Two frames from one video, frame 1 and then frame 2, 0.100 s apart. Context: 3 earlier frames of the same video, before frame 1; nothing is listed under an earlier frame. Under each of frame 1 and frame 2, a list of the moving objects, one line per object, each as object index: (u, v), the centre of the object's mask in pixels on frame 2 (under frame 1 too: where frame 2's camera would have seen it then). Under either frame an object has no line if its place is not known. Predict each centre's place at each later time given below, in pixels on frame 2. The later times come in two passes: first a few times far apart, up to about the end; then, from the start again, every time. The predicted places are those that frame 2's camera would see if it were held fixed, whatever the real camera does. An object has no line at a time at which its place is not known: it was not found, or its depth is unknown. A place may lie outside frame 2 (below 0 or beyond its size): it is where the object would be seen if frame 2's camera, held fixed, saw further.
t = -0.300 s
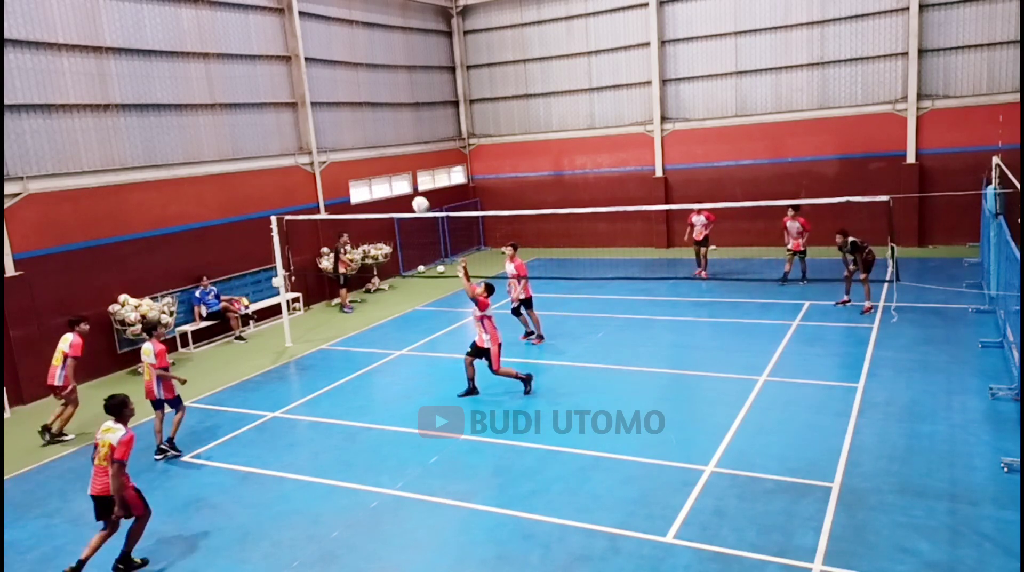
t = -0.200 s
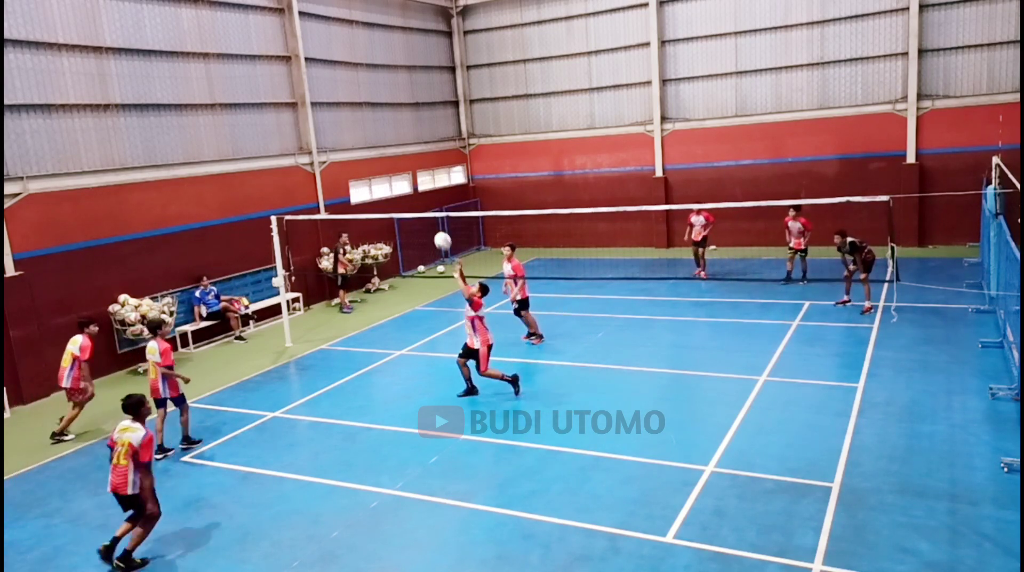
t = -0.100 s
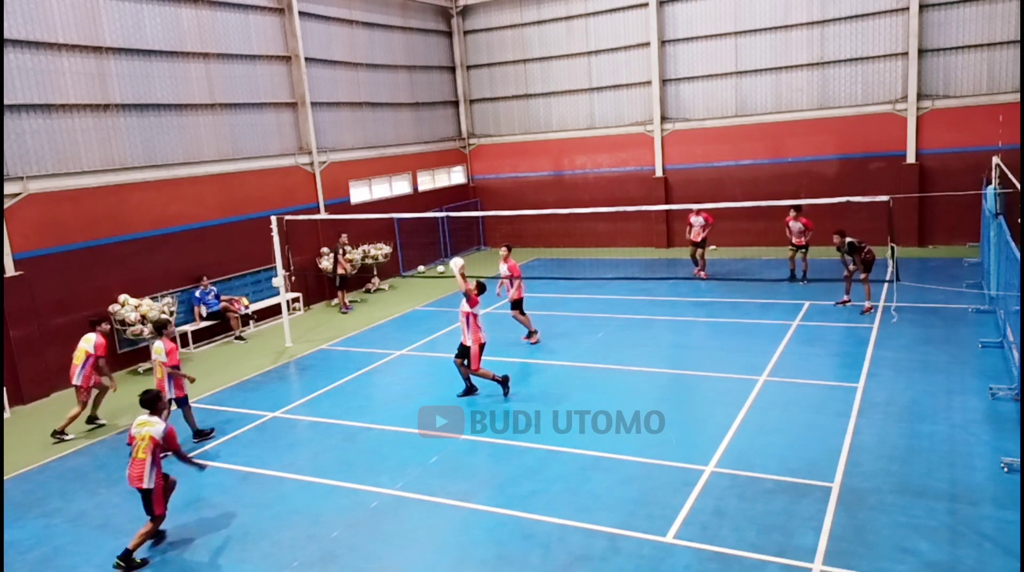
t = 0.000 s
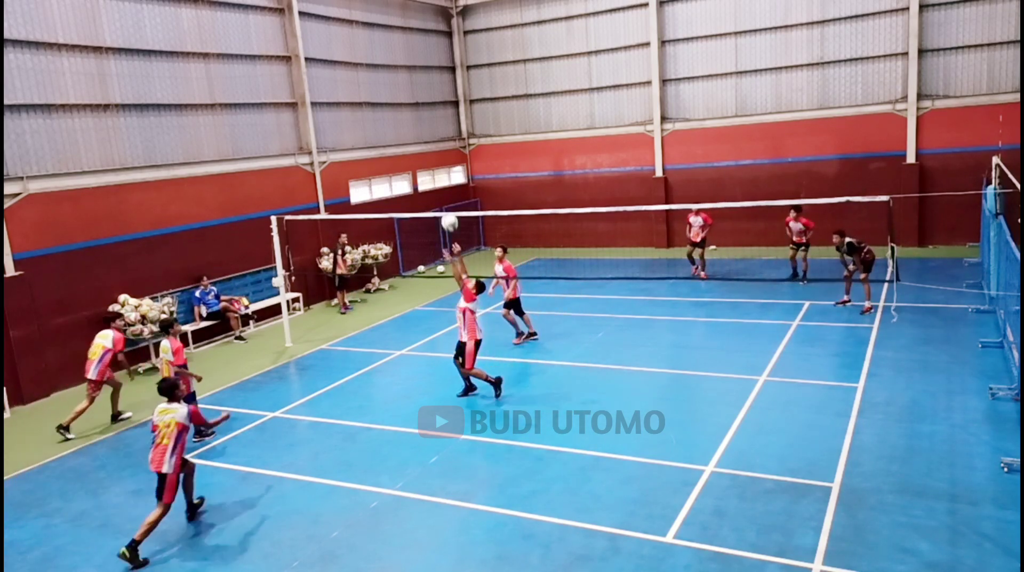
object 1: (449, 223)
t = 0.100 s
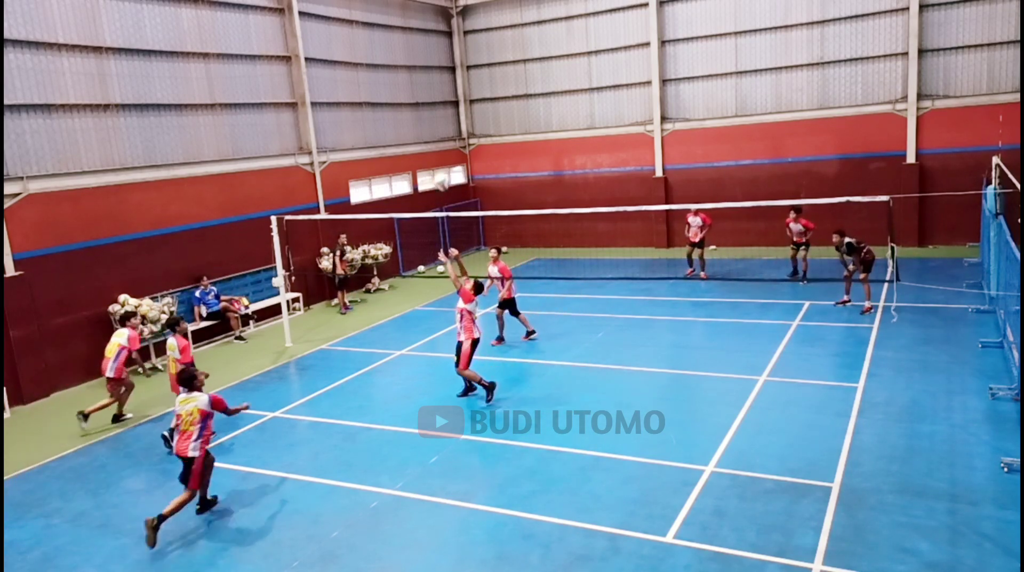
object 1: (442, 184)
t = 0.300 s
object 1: (426, 120)
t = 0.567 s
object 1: (413, 86)
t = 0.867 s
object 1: (405, 117)
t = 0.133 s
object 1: (438, 168)
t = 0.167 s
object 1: (436, 158)
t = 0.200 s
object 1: (434, 147)
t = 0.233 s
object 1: (431, 137)
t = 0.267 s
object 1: (429, 128)
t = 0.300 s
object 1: (426, 120)
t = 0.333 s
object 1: (424, 112)
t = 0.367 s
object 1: (423, 106)
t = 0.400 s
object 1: (421, 101)
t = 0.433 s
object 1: (419, 96)
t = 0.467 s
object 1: (418, 92)
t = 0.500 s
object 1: (416, 89)
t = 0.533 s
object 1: (414, 87)
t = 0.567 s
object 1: (413, 86)
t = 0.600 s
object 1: (412, 86)
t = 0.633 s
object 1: (411, 86)
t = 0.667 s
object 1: (409, 88)
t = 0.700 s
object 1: (408, 90)
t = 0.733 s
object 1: (407, 93)
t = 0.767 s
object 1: (407, 98)
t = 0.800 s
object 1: (406, 104)
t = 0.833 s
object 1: (406, 110)
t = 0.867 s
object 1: (405, 117)
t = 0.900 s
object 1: (405, 125)
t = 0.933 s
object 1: (405, 134)
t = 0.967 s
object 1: (404, 144)
